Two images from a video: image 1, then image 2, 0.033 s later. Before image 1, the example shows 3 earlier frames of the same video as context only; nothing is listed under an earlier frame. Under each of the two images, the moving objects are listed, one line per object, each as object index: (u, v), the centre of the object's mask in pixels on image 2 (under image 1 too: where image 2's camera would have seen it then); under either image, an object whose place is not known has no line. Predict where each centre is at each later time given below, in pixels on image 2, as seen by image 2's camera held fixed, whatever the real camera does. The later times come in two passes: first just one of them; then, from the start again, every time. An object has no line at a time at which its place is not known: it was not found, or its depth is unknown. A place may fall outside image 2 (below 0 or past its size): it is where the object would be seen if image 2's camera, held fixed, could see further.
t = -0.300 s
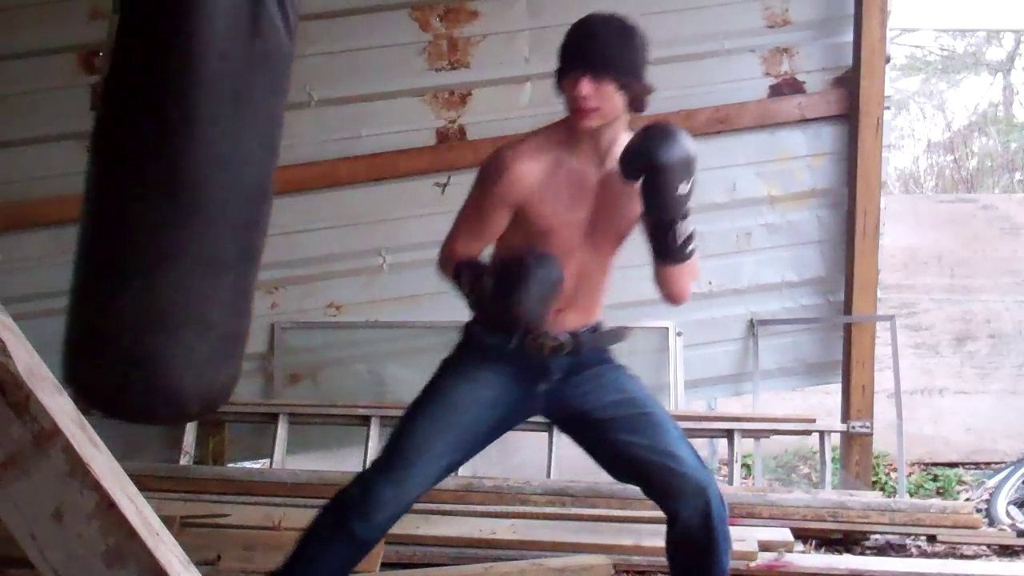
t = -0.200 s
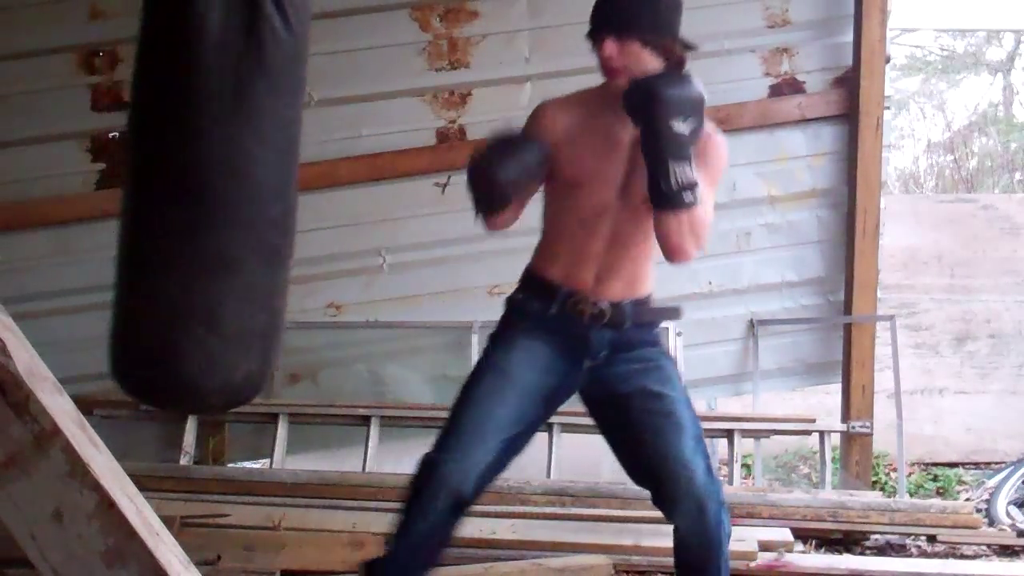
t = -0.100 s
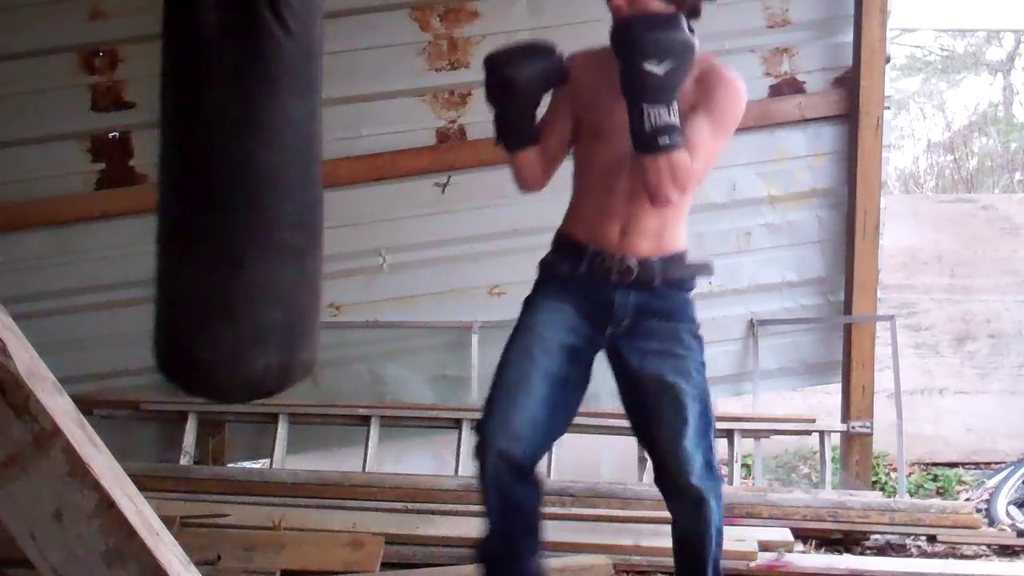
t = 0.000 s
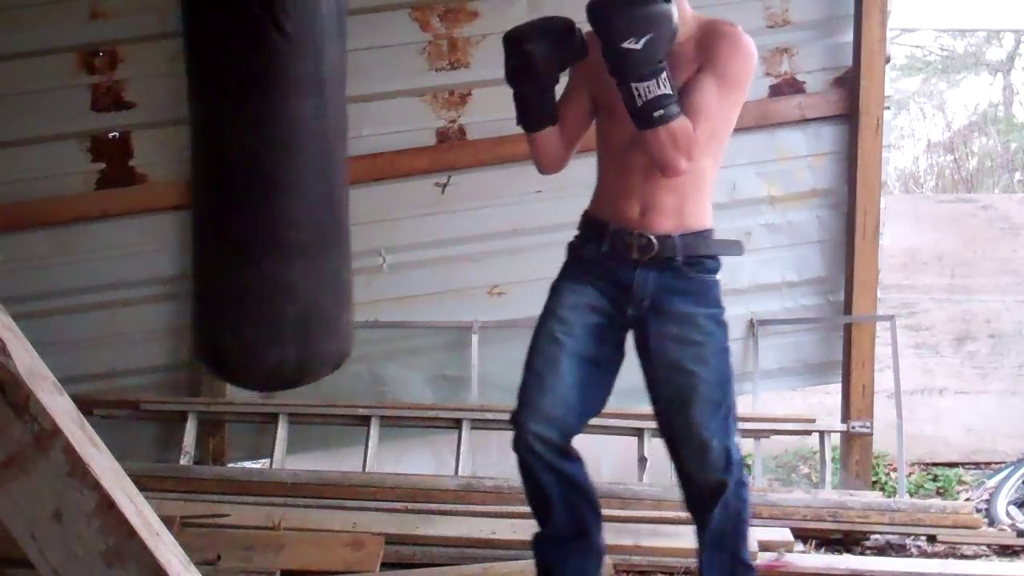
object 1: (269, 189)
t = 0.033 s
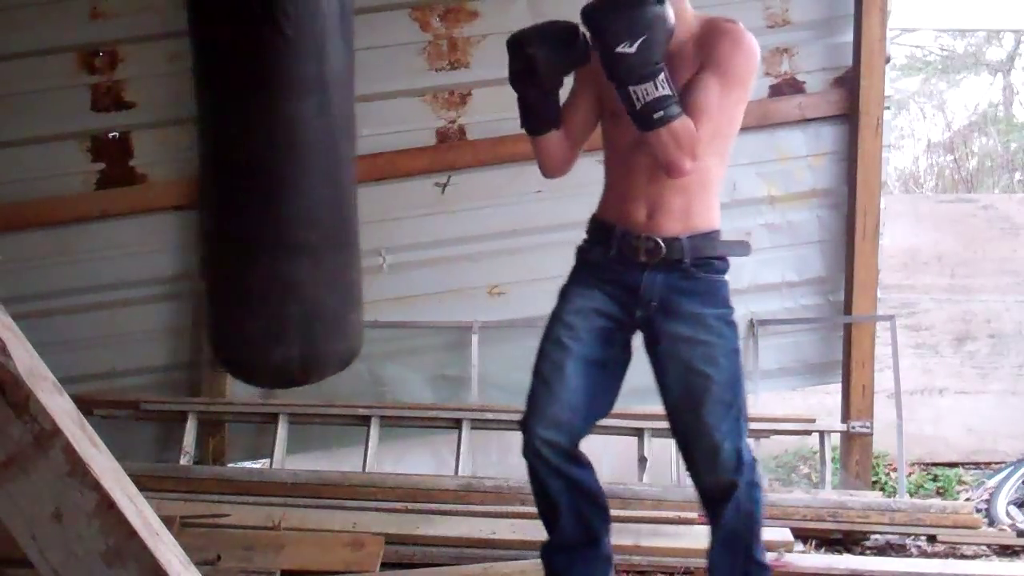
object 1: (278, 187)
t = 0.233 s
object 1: (319, 183)
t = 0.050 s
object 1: (282, 186)
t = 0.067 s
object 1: (287, 185)
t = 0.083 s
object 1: (291, 184)
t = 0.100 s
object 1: (295, 184)
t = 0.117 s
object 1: (298, 183)
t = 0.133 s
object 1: (301, 183)
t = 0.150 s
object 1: (305, 183)
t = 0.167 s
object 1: (308, 182)
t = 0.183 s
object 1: (311, 182)
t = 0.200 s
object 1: (314, 182)
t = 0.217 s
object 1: (317, 182)
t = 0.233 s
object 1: (319, 183)
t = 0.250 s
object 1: (321, 183)
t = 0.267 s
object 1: (324, 183)
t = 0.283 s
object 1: (326, 184)
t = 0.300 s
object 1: (327, 185)
